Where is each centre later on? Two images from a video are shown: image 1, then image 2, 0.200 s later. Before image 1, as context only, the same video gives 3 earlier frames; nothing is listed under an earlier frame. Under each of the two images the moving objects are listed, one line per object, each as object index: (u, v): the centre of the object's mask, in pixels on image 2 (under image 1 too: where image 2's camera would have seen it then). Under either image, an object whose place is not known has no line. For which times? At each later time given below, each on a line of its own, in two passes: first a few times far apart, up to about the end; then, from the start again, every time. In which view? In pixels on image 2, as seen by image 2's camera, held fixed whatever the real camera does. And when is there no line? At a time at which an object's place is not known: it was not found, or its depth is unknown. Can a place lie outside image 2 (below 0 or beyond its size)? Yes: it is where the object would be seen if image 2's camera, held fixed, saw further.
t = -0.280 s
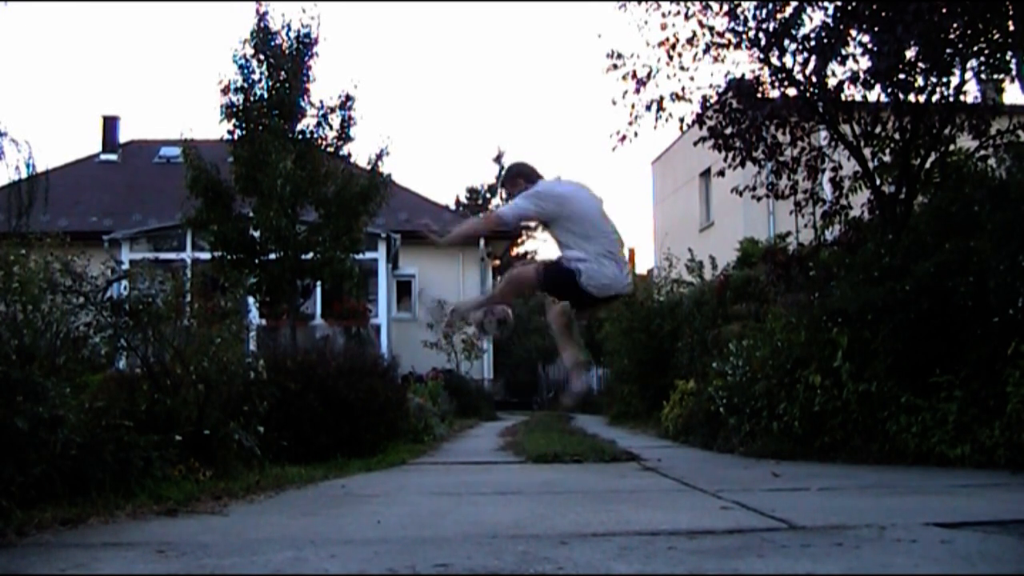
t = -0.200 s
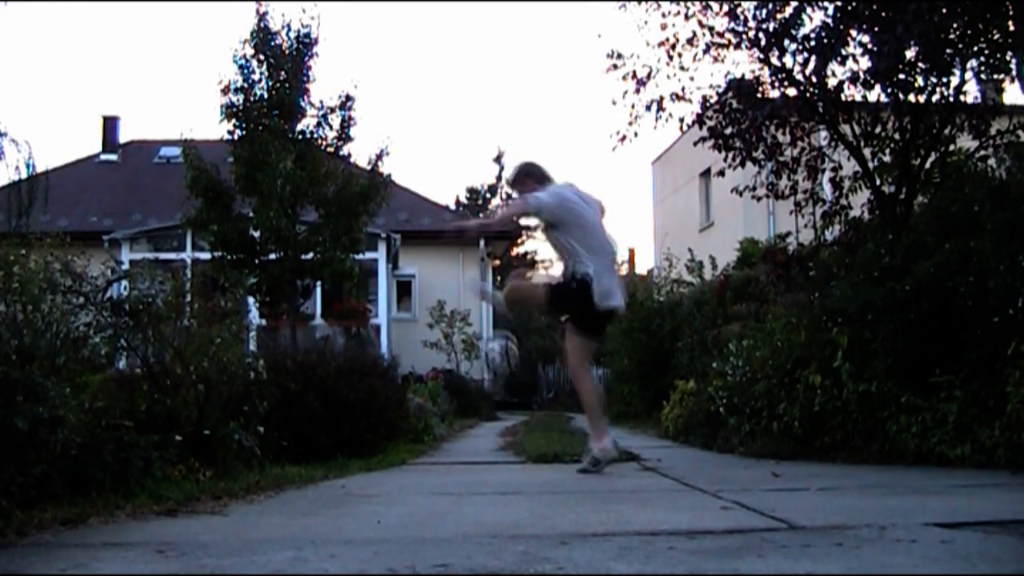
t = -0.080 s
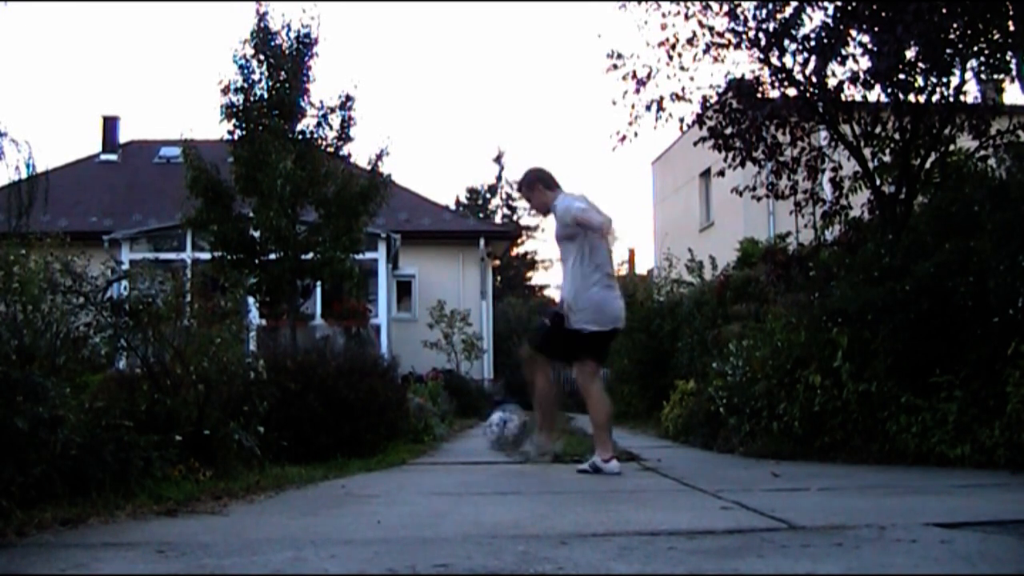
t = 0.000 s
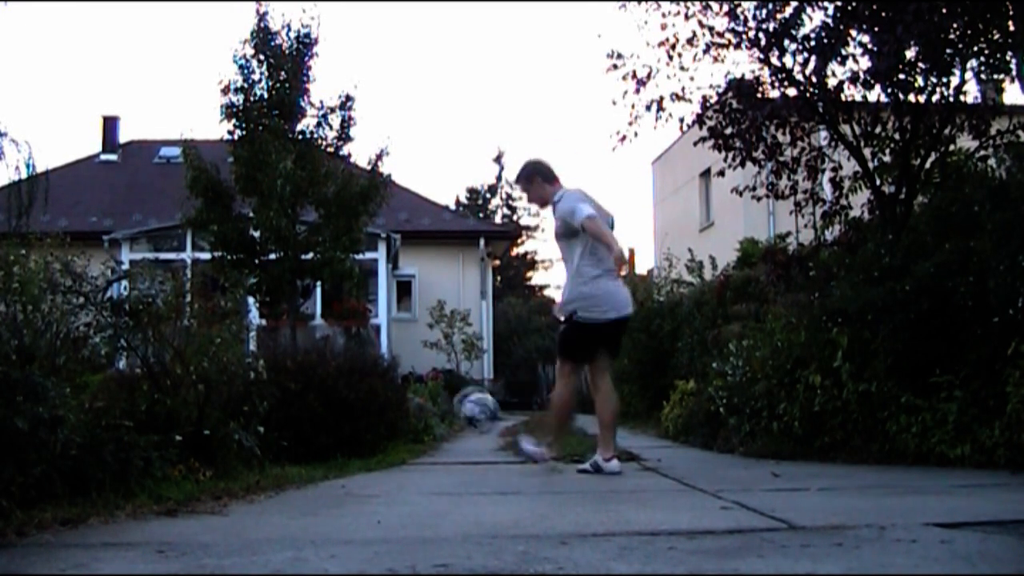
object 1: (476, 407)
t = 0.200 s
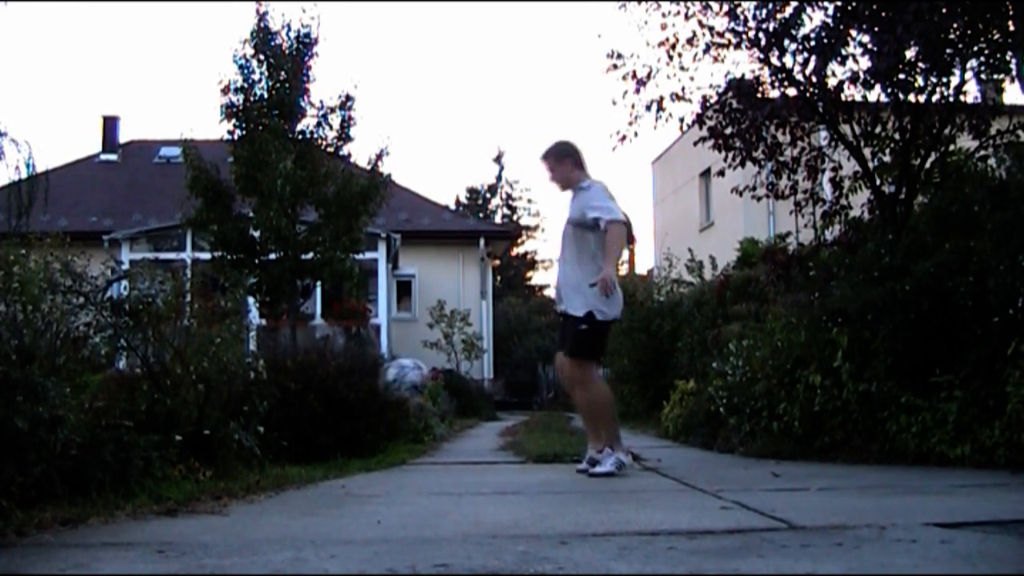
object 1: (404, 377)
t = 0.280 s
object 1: (374, 388)
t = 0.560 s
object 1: (264, 433)
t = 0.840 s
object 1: (234, 413)
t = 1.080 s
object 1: (240, 454)
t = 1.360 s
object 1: (229, 463)
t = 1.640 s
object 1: (221, 464)
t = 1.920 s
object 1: (218, 468)
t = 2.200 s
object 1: (215, 470)
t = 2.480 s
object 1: (208, 471)
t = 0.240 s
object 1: (389, 382)
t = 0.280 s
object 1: (374, 388)
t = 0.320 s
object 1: (359, 398)
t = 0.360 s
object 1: (342, 411)
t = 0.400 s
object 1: (326, 428)
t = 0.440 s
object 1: (310, 445)
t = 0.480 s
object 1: (295, 454)
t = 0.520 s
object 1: (276, 440)
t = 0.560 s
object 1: (264, 433)
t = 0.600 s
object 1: (254, 427)
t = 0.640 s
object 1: (245, 420)
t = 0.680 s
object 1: (235, 418)
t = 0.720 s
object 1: (233, 416)
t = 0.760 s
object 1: (232, 414)
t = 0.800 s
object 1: (233, 411)
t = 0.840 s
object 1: (234, 413)
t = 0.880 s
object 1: (236, 416)
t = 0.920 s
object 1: (238, 423)
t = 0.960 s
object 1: (239, 433)
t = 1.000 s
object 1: (241, 449)
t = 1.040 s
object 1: (242, 459)
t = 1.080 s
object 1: (240, 454)
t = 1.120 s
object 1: (239, 449)
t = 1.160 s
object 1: (238, 447)
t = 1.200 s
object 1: (236, 448)
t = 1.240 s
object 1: (234, 452)
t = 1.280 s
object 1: (233, 460)
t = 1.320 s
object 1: (231, 464)
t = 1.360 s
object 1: (229, 463)
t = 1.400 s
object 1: (227, 462)
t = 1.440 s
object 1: (226, 463)
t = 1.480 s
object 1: (224, 464)
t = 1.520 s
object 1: (223, 464)
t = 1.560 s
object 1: (222, 465)
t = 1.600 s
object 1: (221, 466)
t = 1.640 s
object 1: (221, 464)
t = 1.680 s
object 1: (220, 465)
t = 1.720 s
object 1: (219, 466)
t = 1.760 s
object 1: (219, 467)
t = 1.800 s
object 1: (219, 467)
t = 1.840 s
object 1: (219, 467)
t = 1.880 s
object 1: (219, 466)
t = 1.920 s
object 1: (218, 468)
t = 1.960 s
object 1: (219, 468)
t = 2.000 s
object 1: (219, 468)
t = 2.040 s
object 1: (219, 468)
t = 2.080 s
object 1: (218, 468)
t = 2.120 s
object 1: (217, 469)
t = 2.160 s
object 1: (216, 469)
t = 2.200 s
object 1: (215, 470)
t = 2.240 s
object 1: (214, 470)
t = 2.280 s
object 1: (213, 471)
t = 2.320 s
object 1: (211, 471)
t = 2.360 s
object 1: (210, 472)
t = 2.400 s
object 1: (209, 472)
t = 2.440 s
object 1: (209, 472)
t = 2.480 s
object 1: (208, 471)
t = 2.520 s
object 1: (208, 470)
